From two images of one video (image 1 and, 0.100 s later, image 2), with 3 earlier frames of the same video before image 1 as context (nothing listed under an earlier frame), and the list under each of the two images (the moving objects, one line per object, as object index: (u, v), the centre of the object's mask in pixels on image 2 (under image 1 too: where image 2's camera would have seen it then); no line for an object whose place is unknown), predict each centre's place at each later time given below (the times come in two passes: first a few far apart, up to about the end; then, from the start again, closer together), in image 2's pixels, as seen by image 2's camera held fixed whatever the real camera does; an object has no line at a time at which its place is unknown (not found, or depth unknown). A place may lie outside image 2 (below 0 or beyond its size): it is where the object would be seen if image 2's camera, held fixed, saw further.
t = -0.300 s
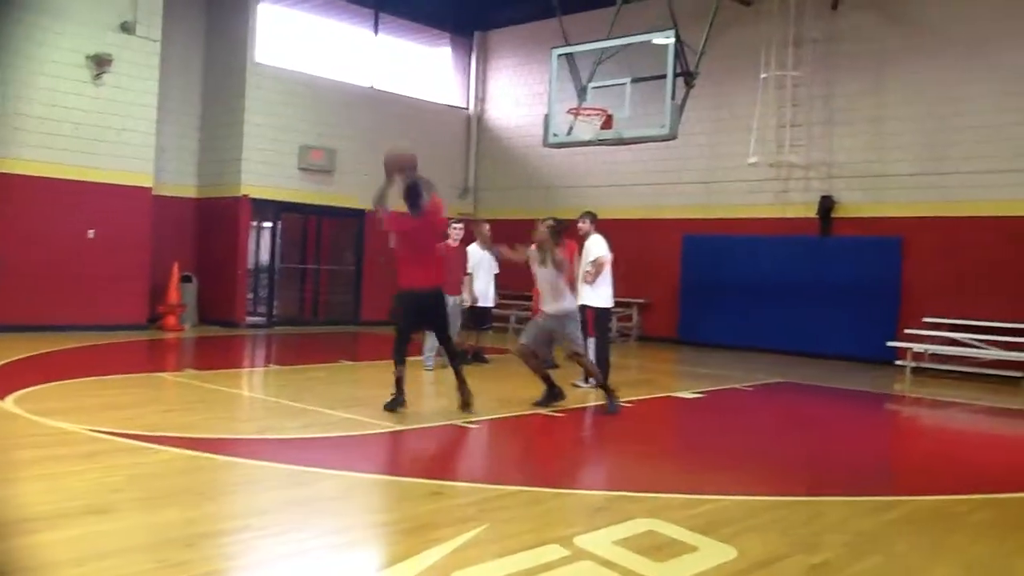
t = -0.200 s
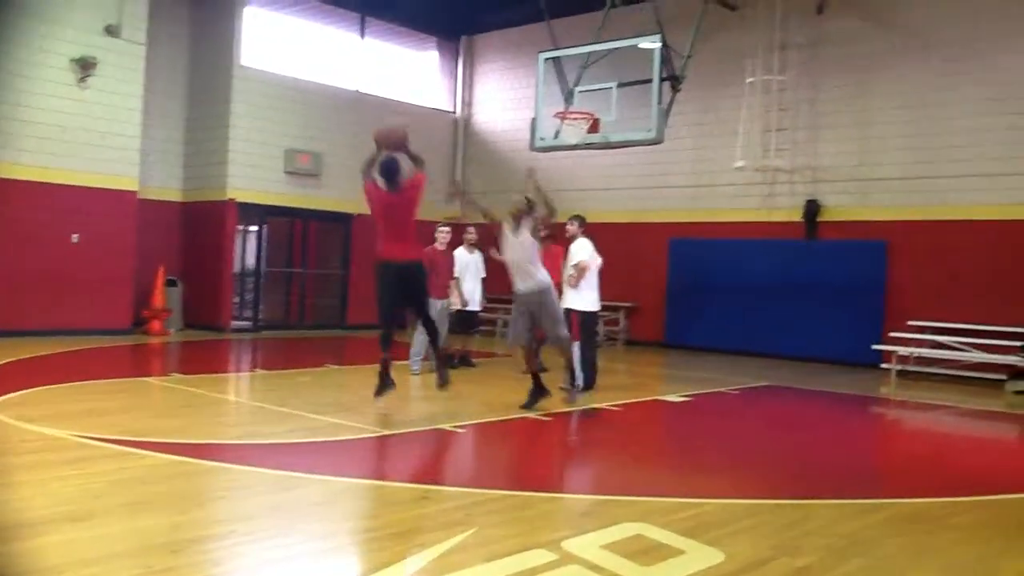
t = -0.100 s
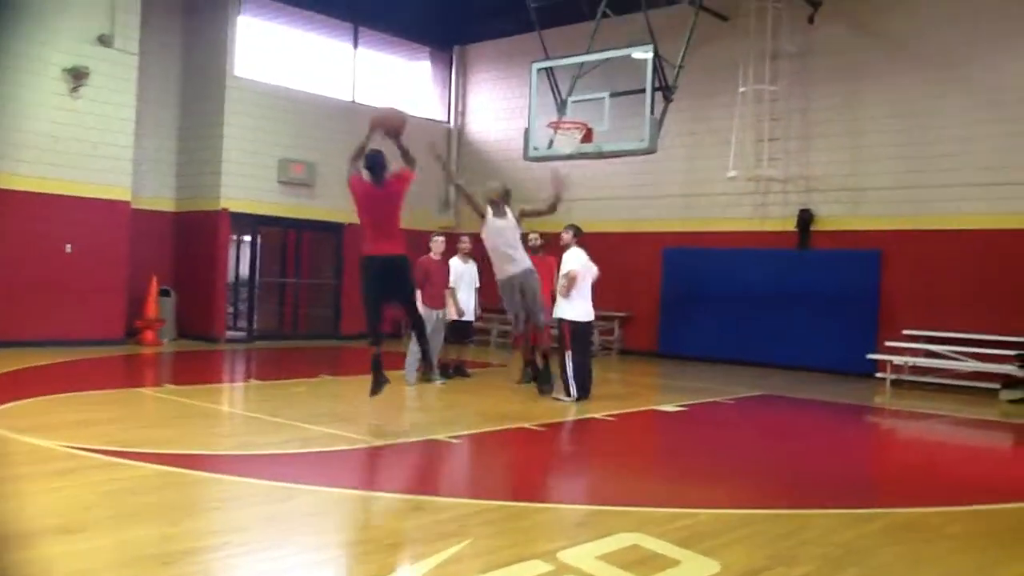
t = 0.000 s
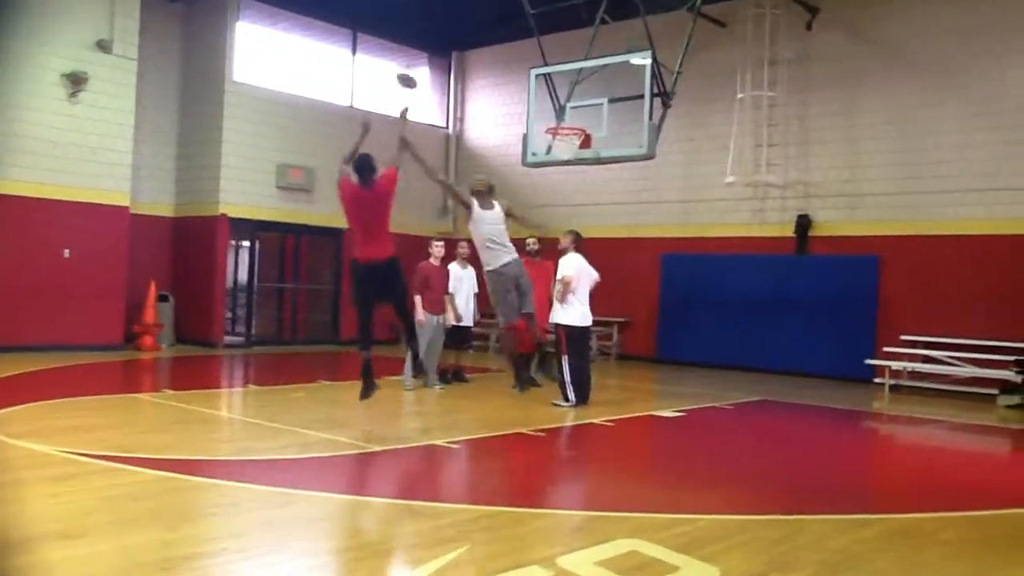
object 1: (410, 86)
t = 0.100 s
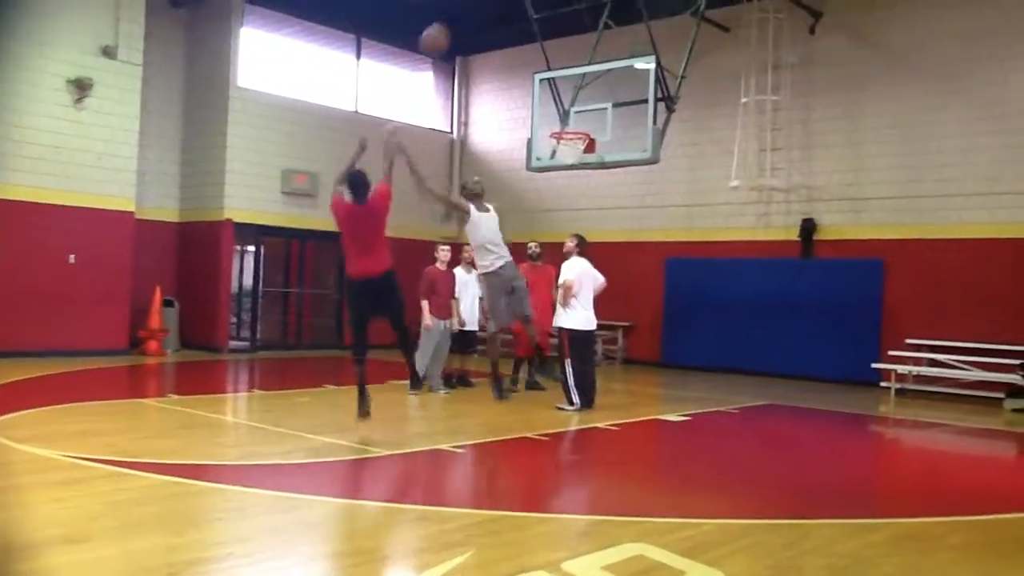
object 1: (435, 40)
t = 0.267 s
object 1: (469, 3)
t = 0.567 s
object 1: (516, 5)
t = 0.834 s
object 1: (548, 75)
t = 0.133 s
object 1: (441, 30)
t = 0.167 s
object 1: (448, 21)
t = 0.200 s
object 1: (457, 12)
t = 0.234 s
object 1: (462, 7)
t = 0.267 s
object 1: (469, 3)
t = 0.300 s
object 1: (474, 1)
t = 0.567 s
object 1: (516, 5)
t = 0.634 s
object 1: (526, 18)
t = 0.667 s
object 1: (530, 26)
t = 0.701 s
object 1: (534, 33)
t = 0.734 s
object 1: (536, 39)
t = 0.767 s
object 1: (541, 51)
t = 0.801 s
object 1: (544, 62)
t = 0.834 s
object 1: (548, 75)
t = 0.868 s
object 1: (553, 88)
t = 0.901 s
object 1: (555, 99)
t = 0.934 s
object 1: (556, 114)
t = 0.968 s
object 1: (561, 129)
